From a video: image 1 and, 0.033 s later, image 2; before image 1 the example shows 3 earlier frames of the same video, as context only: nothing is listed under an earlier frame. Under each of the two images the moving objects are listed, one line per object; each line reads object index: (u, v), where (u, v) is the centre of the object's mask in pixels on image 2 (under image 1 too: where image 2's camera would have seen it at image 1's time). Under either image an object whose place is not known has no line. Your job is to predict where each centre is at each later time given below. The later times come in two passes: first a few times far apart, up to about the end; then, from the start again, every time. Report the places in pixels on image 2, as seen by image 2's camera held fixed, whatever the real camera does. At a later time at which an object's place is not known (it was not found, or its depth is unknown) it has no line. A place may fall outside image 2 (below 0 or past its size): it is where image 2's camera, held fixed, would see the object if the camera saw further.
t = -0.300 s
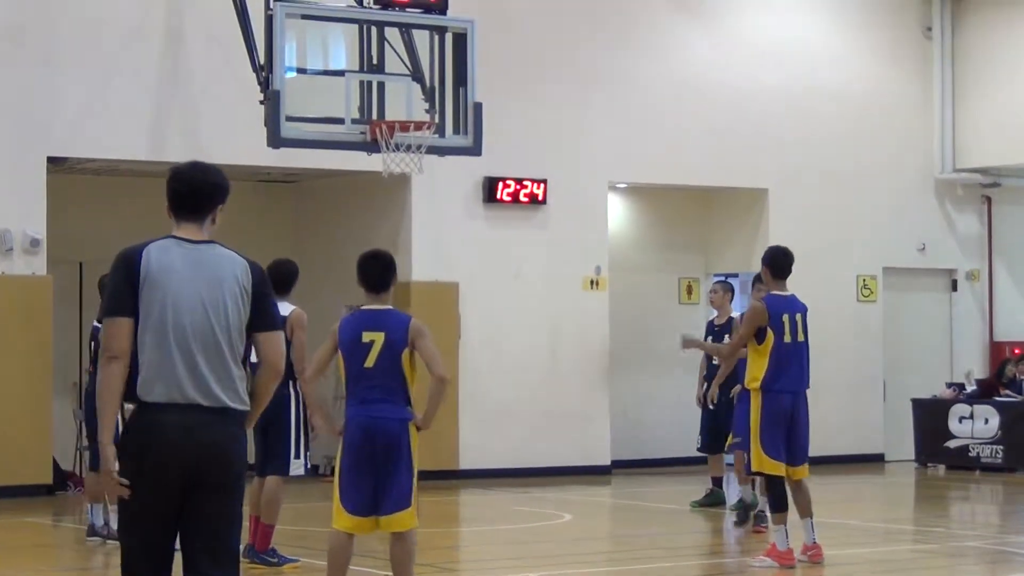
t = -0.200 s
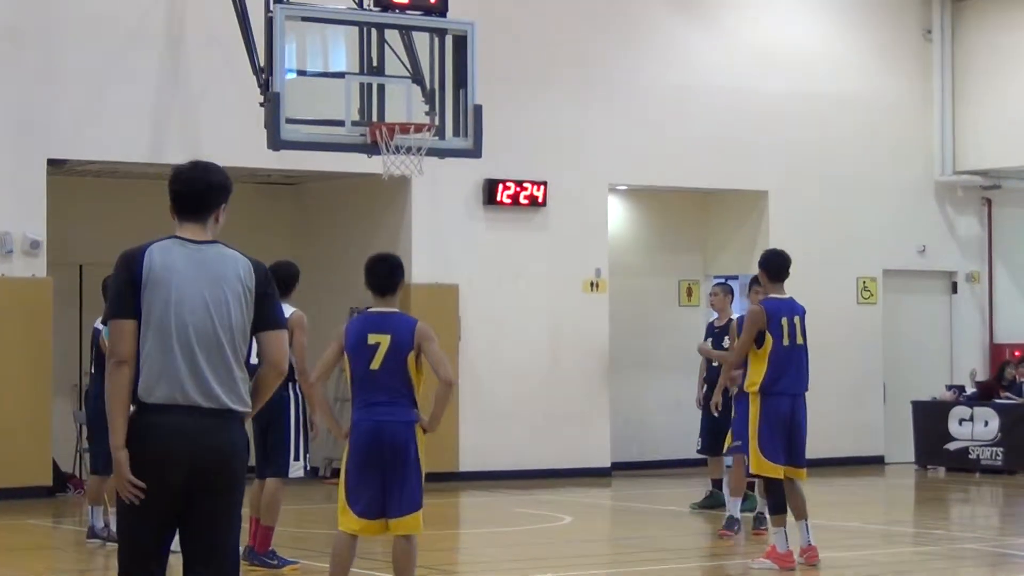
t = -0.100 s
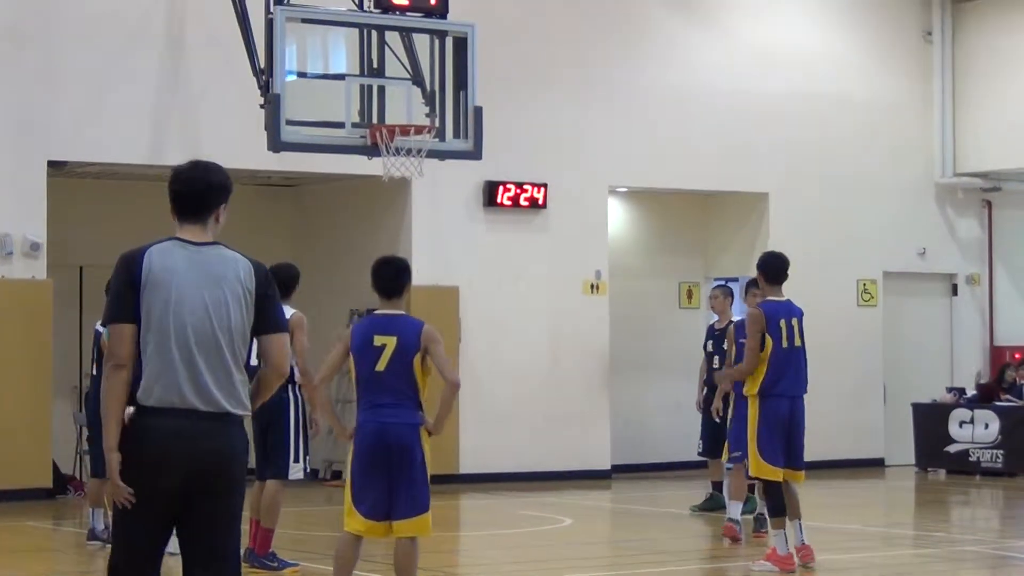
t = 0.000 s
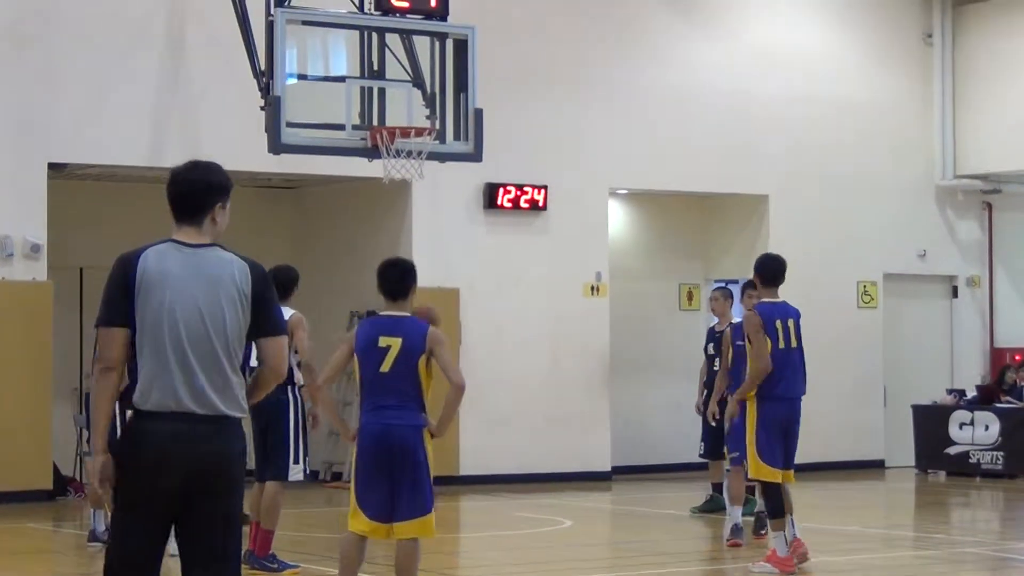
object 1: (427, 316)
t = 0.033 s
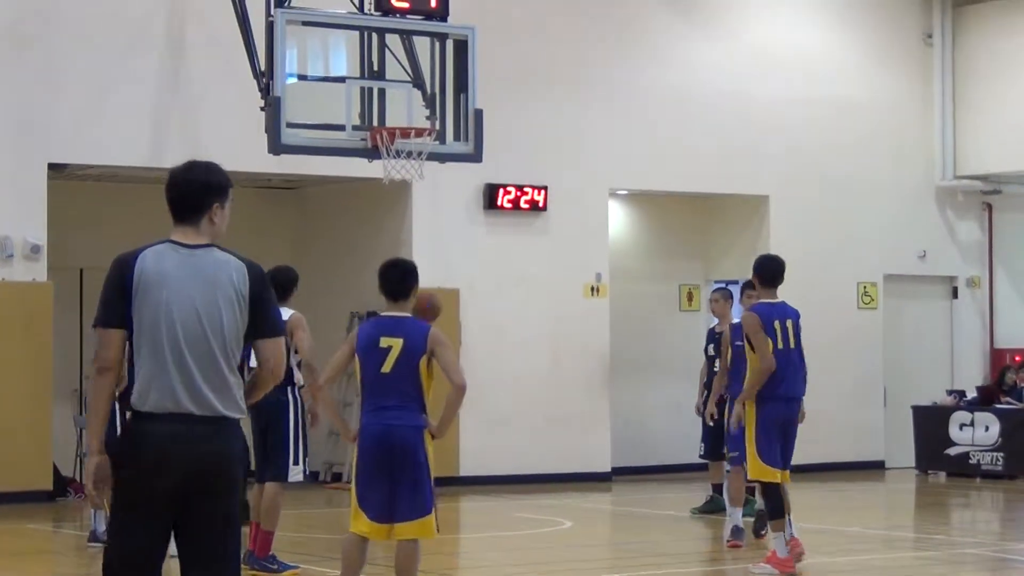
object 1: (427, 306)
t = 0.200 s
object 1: (437, 256)
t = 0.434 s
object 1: (454, 245)
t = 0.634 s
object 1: (469, 295)
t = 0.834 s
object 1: (482, 404)
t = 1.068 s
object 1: (505, 488)
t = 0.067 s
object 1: (430, 295)
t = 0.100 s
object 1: (431, 283)
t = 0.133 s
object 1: (434, 272)
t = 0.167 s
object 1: (435, 264)
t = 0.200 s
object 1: (437, 256)
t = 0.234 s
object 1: (439, 250)
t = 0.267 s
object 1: (442, 246)
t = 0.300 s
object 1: (444, 243)
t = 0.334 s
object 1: (446, 241)
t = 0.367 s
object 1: (449, 241)
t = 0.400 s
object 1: (451, 242)
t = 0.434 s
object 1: (454, 245)
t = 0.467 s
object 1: (457, 250)
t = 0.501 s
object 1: (459, 256)
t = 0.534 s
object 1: (462, 263)
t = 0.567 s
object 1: (464, 272)
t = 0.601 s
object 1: (467, 283)
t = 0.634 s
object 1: (469, 295)
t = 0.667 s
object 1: (471, 309)
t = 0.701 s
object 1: (474, 325)
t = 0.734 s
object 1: (476, 342)
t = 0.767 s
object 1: (478, 361)
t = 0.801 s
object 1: (480, 382)
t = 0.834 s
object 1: (482, 404)
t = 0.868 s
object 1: (485, 428)
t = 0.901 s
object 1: (490, 454)
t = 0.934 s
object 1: (492, 482)
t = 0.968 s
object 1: (496, 512)
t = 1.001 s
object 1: (498, 530)
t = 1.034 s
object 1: (500, 508)
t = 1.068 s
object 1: (505, 488)
